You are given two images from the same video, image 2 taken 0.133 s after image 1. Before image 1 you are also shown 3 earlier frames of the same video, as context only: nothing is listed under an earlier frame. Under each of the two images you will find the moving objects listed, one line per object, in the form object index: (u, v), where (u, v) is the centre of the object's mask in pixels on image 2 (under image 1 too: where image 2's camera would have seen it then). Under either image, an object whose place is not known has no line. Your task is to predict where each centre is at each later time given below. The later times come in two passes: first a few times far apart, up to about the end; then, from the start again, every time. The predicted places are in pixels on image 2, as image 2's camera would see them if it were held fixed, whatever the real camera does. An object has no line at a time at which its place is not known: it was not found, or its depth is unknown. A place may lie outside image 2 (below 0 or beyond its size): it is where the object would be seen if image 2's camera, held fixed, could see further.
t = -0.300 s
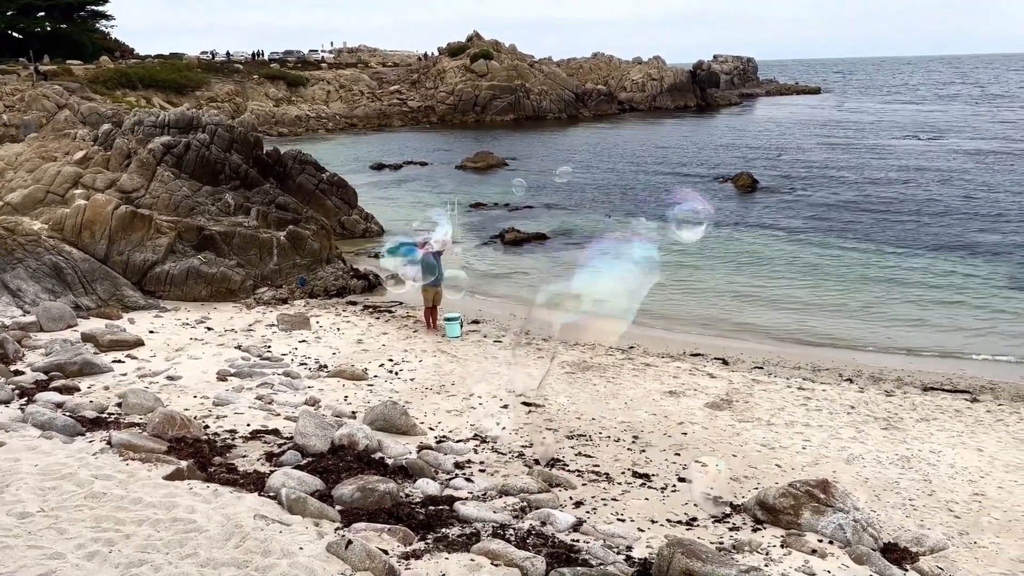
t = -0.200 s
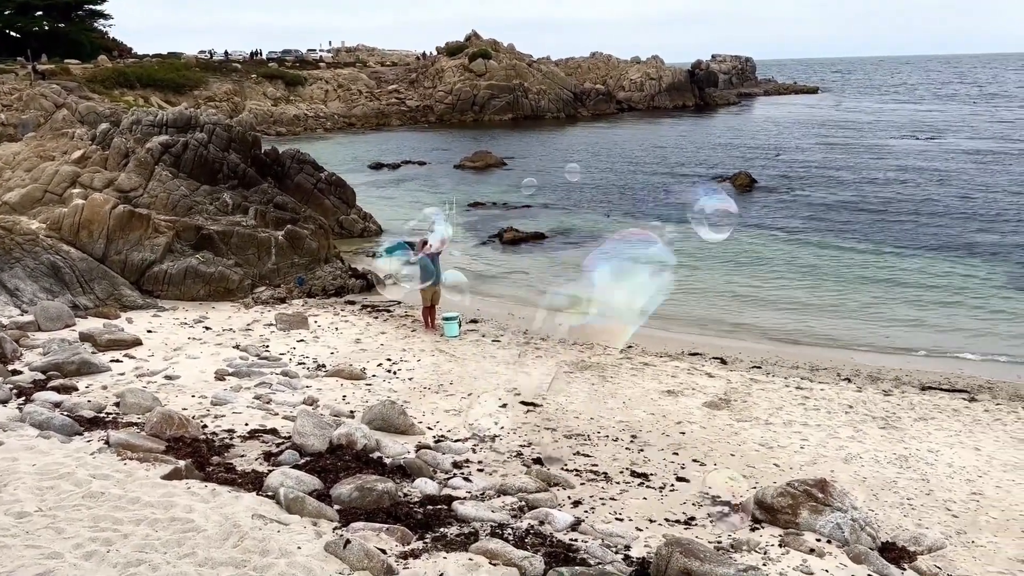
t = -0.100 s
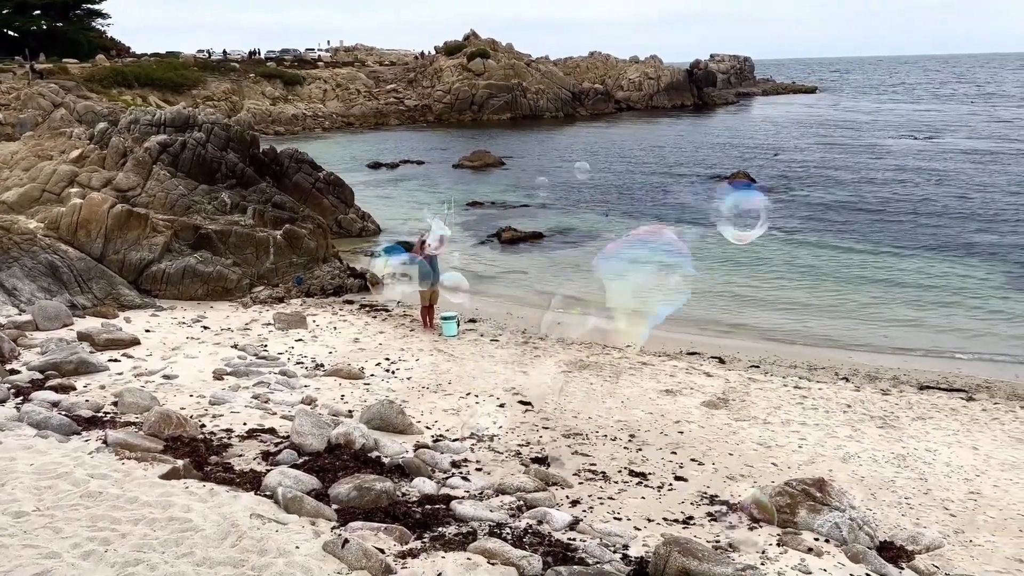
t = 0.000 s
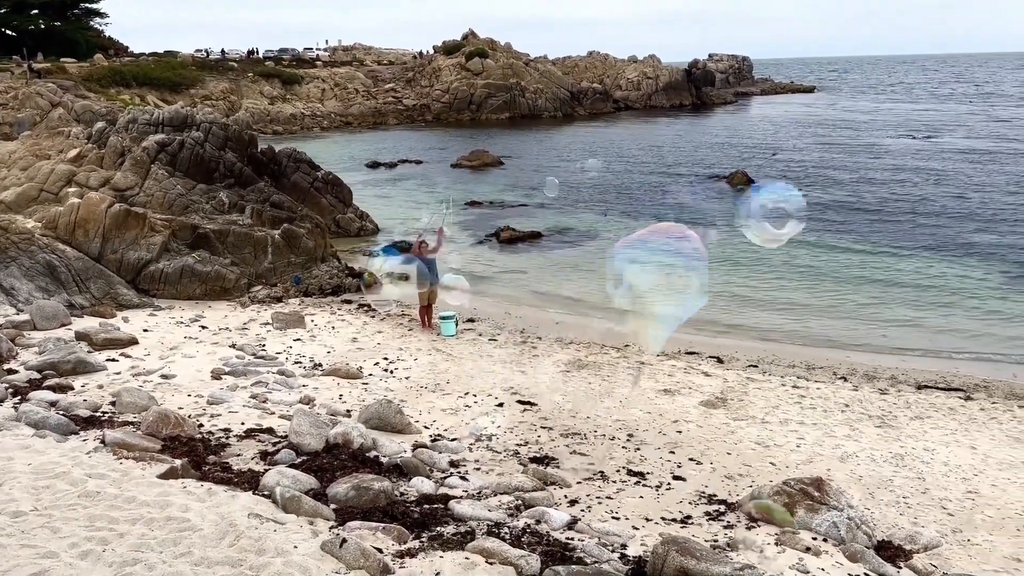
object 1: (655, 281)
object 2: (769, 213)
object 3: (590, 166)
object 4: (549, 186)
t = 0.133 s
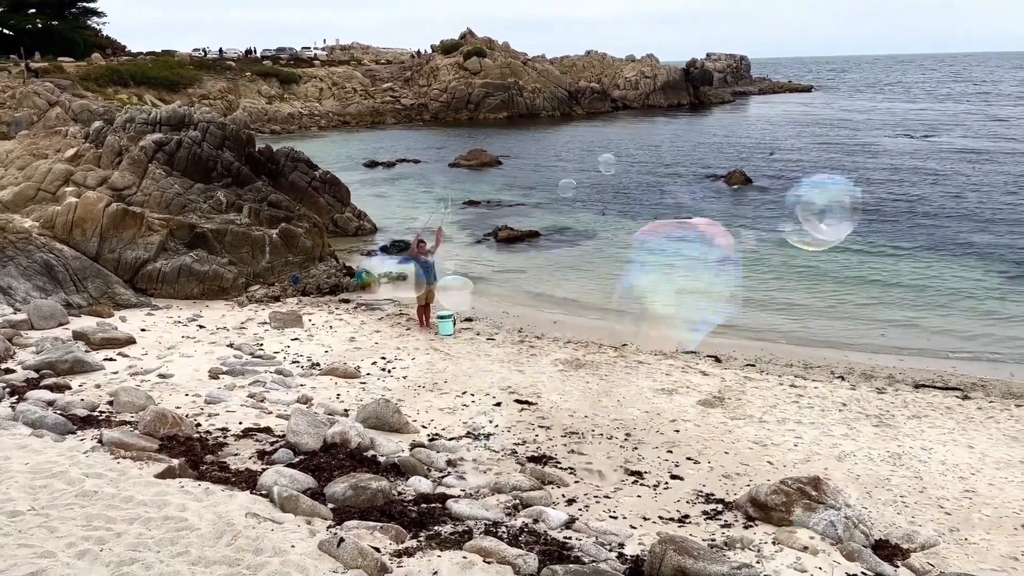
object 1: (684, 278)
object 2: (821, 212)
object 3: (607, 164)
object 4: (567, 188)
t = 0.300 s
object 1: (726, 276)
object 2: (894, 211)
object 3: (633, 158)
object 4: (590, 191)
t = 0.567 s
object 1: (823, 262)
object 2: (1009, 214)
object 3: (673, 149)
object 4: (633, 196)
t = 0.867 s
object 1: (954, 215)
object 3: (736, 131)
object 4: (693, 206)
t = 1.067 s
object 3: (792, 113)
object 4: (745, 216)
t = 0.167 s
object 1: (692, 276)
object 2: (837, 212)
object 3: (613, 163)
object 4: (572, 189)
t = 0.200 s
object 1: (700, 275)
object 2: (847, 212)
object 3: (616, 162)
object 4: (577, 189)
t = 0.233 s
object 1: (708, 275)
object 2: (862, 211)
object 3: (618, 161)
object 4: (579, 190)
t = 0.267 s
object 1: (717, 275)
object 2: (880, 212)
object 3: (624, 161)
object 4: (587, 190)
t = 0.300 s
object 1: (726, 276)
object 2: (894, 211)
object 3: (633, 158)
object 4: (590, 191)
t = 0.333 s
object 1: (734, 276)
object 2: (909, 211)
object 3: (635, 158)
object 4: (595, 192)
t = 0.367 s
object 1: (745, 275)
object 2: (926, 209)
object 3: (638, 157)
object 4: (600, 192)
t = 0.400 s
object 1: (761, 271)
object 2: (944, 207)
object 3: (645, 156)
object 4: (606, 193)
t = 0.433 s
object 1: (771, 269)
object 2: (964, 206)
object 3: (653, 154)
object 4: (611, 194)
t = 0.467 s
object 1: (781, 269)
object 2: (977, 206)
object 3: (656, 154)
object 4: (616, 194)
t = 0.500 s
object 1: (792, 269)
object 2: (988, 208)
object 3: (660, 153)
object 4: (622, 196)
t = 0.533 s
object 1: (807, 266)
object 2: (999, 211)
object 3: (667, 151)
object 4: (627, 196)
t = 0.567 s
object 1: (823, 262)
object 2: (1009, 214)
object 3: (673, 149)
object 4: (633, 196)
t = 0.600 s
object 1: (840, 261)
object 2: (1019, 216)
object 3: (679, 147)
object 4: (638, 197)
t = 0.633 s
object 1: (860, 256)
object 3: (685, 146)
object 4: (645, 198)
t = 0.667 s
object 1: (880, 252)
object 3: (692, 144)
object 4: (649, 198)
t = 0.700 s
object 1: (908, 244)
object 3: (698, 142)
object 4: (657, 201)
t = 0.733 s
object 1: (919, 238)
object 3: (706, 140)
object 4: (664, 201)
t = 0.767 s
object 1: (926, 232)
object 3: (709, 139)
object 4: (669, 203)
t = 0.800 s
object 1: (936, 223)
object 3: (720, 137)
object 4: (678, 204)
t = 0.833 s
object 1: (945, 216)
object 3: (727, 134)
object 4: (685, 204)
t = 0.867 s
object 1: (954, 215)
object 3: (736, 131)
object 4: (693, 206)
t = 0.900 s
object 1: (964, 206)
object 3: (744, 129)
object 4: (701, 208)
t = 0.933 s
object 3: (754, 126)
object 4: (709, 209)
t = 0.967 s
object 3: (762, 123)
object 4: (718, 211)
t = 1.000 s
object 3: (771, 120)
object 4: (726, 213)
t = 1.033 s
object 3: (781, 117)
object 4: (732, 214)
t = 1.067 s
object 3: (792, 113)
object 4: (745, 216)
